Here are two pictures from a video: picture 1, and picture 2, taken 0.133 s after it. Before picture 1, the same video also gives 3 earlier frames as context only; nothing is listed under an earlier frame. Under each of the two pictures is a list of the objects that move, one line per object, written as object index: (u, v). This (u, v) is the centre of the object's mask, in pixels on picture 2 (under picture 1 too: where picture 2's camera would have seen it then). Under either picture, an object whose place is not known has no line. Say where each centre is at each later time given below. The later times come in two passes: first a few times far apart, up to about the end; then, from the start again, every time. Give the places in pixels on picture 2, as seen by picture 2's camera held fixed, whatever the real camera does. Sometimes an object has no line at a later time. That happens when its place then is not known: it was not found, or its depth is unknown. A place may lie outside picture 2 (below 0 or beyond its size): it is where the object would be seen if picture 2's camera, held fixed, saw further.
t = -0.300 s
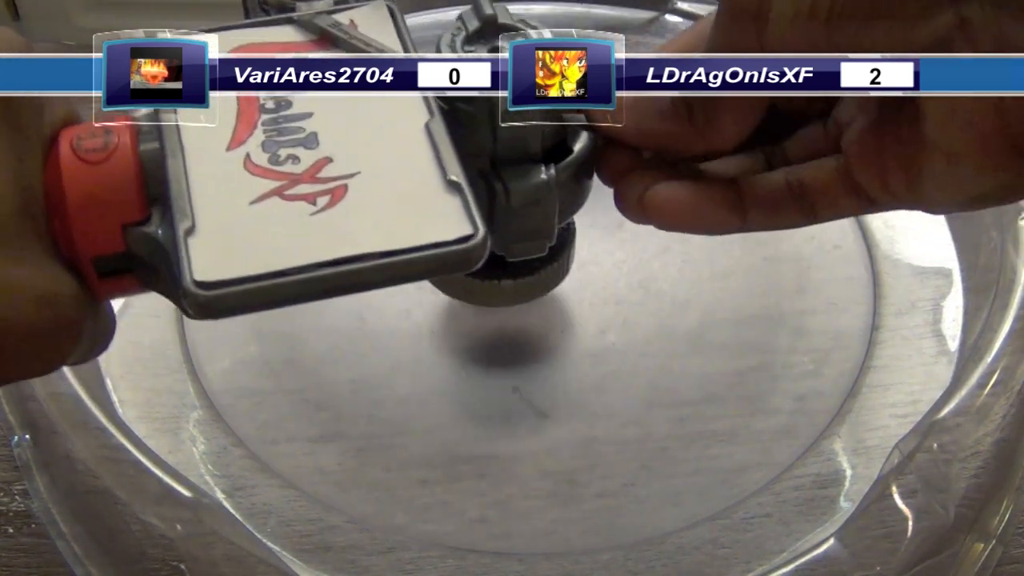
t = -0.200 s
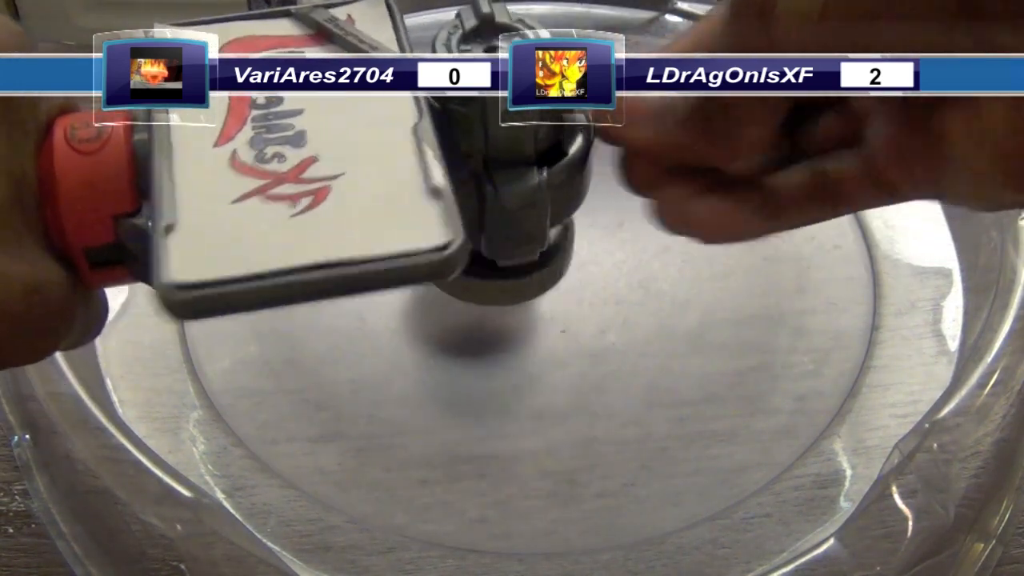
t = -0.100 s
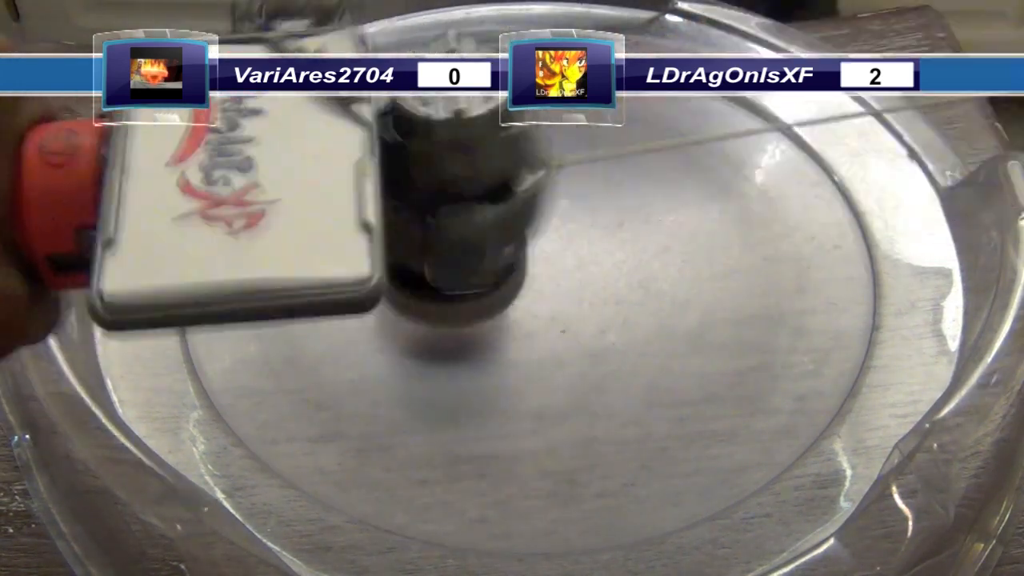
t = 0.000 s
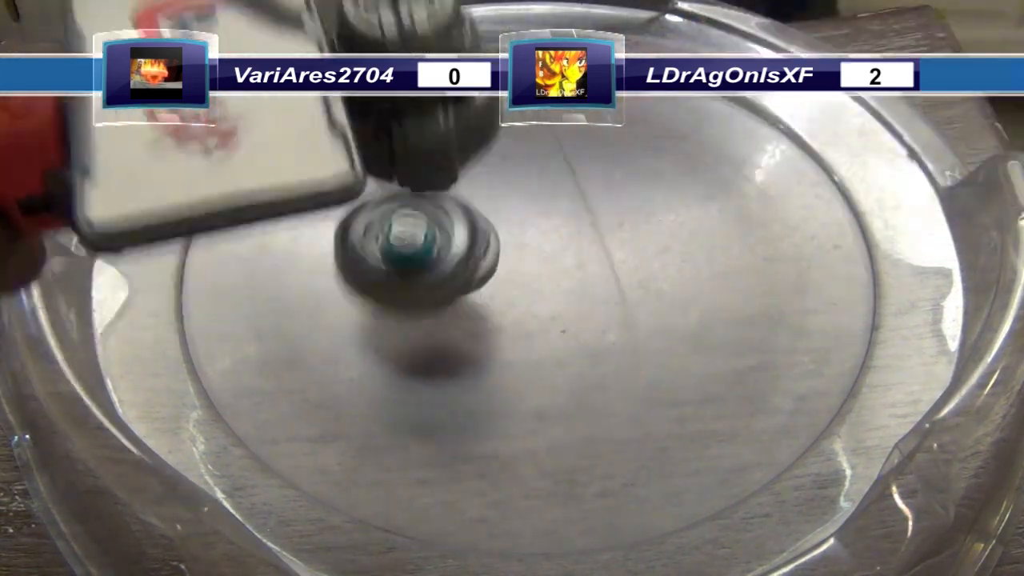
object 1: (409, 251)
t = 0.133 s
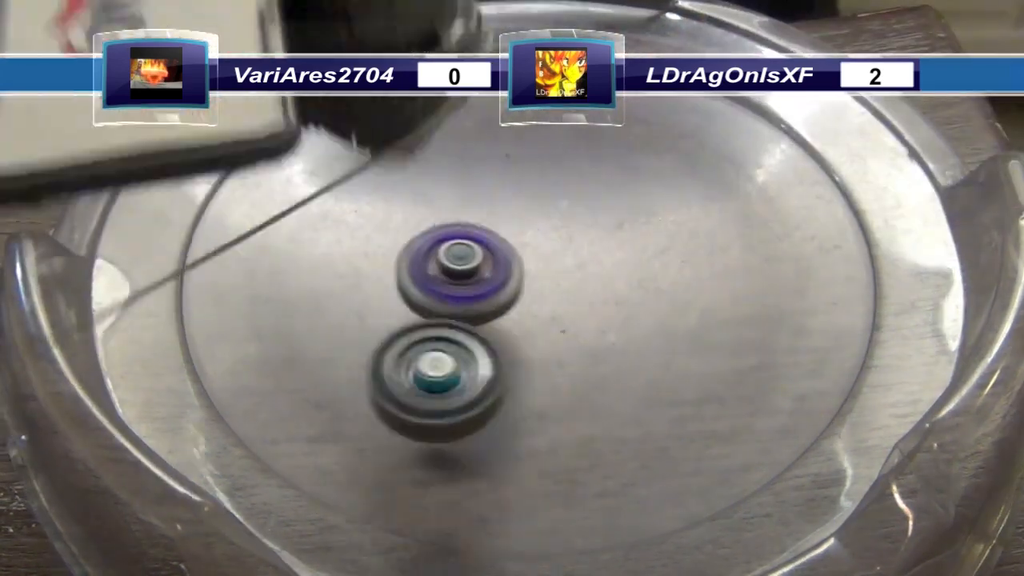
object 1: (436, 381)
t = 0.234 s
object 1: (508, 370)
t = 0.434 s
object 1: (679, 317)
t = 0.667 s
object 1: (674, 199)
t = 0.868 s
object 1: (560, 161)
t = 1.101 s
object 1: (452, 162)
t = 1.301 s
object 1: (410, 216)
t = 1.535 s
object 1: (465, 300)
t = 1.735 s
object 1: (568, 285)
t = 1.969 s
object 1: (586, 205)
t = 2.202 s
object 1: (473, 186)
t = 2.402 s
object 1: (426, 244)
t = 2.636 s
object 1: (511, 305)
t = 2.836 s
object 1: (548, 345)
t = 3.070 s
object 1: (602, 292)
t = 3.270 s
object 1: (533, 242)
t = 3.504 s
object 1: (641, 158)
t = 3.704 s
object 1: (527, 131)
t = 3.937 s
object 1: (419, 192)
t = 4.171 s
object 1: (482, 297)
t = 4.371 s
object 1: (581, 297)
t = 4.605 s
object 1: (584, 241)
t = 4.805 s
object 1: (517, 248)
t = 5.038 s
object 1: (494, 305)
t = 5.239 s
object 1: (568, 384)
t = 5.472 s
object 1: (626, 348)
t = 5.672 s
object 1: (593, 288)
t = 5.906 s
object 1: (566, 348)
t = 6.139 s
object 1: (581, 346)
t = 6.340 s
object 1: (548, 305)
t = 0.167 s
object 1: (458, 392)
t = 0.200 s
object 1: (483, 379)
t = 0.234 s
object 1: (508, 370)
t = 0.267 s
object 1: (538, 358)
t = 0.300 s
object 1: (566, 346)
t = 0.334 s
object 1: (598, 334)
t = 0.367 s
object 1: (633, 335)
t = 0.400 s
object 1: (659, 329)
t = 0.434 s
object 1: (679, 317)
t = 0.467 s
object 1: (692, 300)
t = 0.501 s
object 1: (699, 282)
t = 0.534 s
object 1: (700, 265)
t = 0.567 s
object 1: (698, 247)
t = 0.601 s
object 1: (694, 229)
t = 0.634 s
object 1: (686, 213)
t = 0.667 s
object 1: (674, 199)
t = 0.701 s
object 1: (660, 187)
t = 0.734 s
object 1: (644, 177)
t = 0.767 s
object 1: (625, 169)
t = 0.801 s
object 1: (604, 164)
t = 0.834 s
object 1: (582, 163)
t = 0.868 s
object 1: (560, 161)
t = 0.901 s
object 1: (539, 164)
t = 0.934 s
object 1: (517, 168)
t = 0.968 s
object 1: (495, 173)
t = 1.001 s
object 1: (478, 173)
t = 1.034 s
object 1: (469, 164)
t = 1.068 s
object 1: (461, 160)
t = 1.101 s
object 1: (452, 162)
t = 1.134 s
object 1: (443, 167)
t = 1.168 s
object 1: (433, 175)
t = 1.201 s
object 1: (424, 184)
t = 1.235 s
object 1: (417, 193)
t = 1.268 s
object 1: (412, 204)
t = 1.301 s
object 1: (410, 216)
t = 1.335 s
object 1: (412, 229)
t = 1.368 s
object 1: (416, 243)
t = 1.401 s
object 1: (422, 257)
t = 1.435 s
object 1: (429, 270)
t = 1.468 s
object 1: (438, 283)
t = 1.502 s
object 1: (451, 294)
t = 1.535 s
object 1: (465, 300)
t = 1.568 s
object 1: (481, 303)
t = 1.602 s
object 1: (499, 302)
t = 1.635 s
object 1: (517, 301)
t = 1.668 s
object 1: (535, 298)
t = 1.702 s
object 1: (552, 293)
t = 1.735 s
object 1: (568, 285)
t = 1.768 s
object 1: (581, 275)
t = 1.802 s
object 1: (589, 263)
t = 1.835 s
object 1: (595, 251)
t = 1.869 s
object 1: (598, 239)
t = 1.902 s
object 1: (598, 226)
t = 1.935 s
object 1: (595, 215)
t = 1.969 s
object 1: (586, 205)
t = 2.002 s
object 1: (573, 197)
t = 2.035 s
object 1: (558, 191)
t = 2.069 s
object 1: (542, 186)
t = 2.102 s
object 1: (526, 183)
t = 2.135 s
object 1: (508, 182)
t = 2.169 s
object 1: (490, 183)
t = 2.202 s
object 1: (473, 186)
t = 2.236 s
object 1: (457, 191)
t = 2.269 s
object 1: (442, 198)
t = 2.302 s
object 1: (431, 207)
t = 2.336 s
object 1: (423, 217)
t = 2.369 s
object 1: (422, 230)
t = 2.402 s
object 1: (426, 244)
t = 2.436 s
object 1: (432, 259)
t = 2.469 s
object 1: (441, 273)
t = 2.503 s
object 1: (453, 284)
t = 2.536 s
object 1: (466, 293)
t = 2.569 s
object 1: (482, 300)
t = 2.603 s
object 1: (497, 304)
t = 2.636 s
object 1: (511, 305)
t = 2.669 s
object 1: (522, 308)
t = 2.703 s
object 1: (522, 327)
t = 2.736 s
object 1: (526, 339)
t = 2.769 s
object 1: (532, 345)
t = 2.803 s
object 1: (540, 346)
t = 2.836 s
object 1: (548, 345)
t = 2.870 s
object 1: (557, 340)
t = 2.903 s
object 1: (565, 335)
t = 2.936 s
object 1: (575, 329)
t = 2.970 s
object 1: (586, 322)
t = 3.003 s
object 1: (596, 313)
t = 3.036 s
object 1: (602, 302)
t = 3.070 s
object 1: (602, 292)
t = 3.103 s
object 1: (599, 281)
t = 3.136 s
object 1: (590, 271)
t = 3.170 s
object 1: (578, 262)
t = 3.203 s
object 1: (564, 253)
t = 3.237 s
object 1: (548, 247)
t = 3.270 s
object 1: (533, 242)
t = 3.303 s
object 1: (516, 239)
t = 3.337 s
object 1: (553, 224)
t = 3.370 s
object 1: (595, 208)
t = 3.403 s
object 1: (623, 194)
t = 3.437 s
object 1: (640, 181)
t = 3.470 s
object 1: (645, 169)
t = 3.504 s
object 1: (641, 158)
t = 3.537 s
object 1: (629, 148)
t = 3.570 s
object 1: (613, 140)
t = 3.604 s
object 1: (595, 136)
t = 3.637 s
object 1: (574, 134)
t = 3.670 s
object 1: (552, 133)
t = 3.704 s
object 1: (527, 131)
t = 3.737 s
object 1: (504, 130)
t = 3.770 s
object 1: (484, 132)
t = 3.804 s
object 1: (464, 136)
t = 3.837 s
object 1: (449, 143)
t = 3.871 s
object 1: (435, 157)
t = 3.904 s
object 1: (425, 173)
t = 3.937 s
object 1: (419, 192)
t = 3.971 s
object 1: (417, 211)
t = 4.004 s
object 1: (419, 231)
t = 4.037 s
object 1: (425, 249)
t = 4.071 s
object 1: (435, 266)
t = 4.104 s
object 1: (448, 279)
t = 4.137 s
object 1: (464, 289)
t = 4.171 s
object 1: (482, 297)
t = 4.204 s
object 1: (501, 301)
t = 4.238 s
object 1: (518, 304)
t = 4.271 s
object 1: (535, 304)
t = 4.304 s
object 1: (554, 304)
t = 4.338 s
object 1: (568, 302)
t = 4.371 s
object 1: (581, 297)
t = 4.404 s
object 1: (589, 291)
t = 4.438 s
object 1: (593, 282)
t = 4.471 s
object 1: (596, 273)
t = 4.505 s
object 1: (597, 264)
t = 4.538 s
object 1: (596, 256)
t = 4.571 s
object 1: (591, 248)
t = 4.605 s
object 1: (584, 241)
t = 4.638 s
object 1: (574, 235)
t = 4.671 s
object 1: (563, 233)
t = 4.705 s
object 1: (552, 233)
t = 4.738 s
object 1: (541, 236)
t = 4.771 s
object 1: (528, 242)
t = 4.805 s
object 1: (517, 248)
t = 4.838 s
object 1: (505, 255)
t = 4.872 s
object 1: (497, 264)
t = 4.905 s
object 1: (490, 273)
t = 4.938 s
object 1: (487, 282)
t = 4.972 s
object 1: (488, 290)
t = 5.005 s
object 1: (490, 298)
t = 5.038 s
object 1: (494, 305)
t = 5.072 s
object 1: (500, 309)
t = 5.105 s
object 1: (506, 312)
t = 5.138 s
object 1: (512, 315)
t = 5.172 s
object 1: (531, 344)
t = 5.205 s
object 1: (550, 366)
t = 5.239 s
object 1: (568, 384)
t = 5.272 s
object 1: (583, 393)
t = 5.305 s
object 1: (596, 392)
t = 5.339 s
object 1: (606, 387)
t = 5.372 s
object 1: (614, 378)
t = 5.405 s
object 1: (620, 368)
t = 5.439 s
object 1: (624, 358)
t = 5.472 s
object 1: (626, 348)
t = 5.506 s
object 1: (626, 338)
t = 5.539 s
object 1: (623, 328)
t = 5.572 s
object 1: (619, 317)
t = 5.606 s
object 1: (612, 306)
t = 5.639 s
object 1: (604, 296)
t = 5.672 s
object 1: (593, 288)
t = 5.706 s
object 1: (586, 287)
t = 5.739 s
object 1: (582, 290)
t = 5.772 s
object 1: (574, 292)
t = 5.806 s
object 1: (565, 294)
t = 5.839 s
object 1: (560, 304)
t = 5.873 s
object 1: (563, 329)
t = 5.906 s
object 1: (566, 348)
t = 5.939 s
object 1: (568, 359)
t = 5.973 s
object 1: (570, 364)
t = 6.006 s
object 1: (573, 364)
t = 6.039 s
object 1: (576, 362)
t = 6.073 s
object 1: (579, 357)
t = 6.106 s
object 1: (581, 352)
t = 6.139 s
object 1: (581, 346)
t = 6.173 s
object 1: (580, 340)
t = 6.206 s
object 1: (577, 333)
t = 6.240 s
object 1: (572, 326)
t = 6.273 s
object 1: (565, 318)
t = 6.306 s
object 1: (557, 311)
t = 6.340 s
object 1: (548, 305)
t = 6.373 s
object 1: (537, 300)
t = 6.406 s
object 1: (526, 296)
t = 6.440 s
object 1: (514, 294)
